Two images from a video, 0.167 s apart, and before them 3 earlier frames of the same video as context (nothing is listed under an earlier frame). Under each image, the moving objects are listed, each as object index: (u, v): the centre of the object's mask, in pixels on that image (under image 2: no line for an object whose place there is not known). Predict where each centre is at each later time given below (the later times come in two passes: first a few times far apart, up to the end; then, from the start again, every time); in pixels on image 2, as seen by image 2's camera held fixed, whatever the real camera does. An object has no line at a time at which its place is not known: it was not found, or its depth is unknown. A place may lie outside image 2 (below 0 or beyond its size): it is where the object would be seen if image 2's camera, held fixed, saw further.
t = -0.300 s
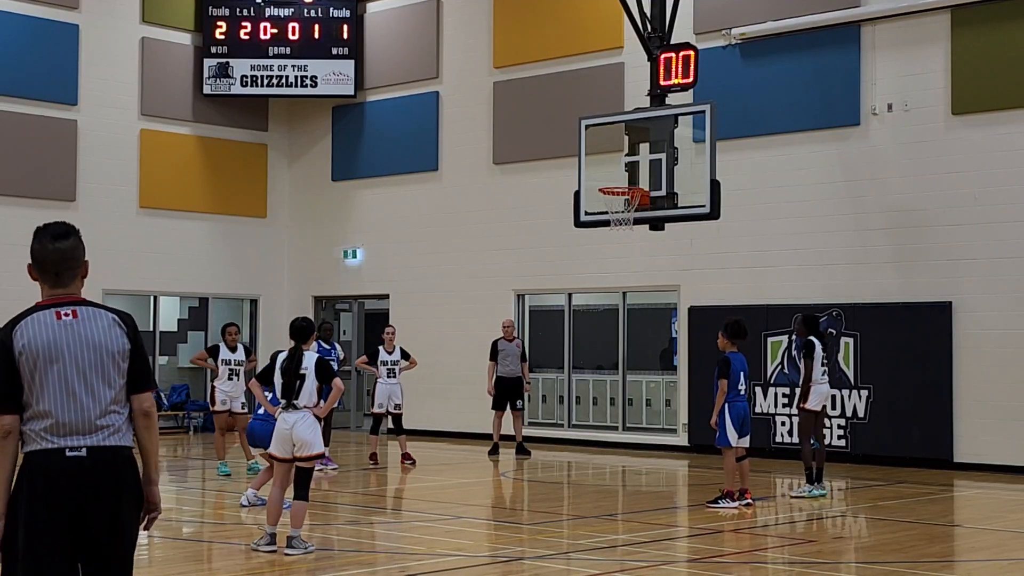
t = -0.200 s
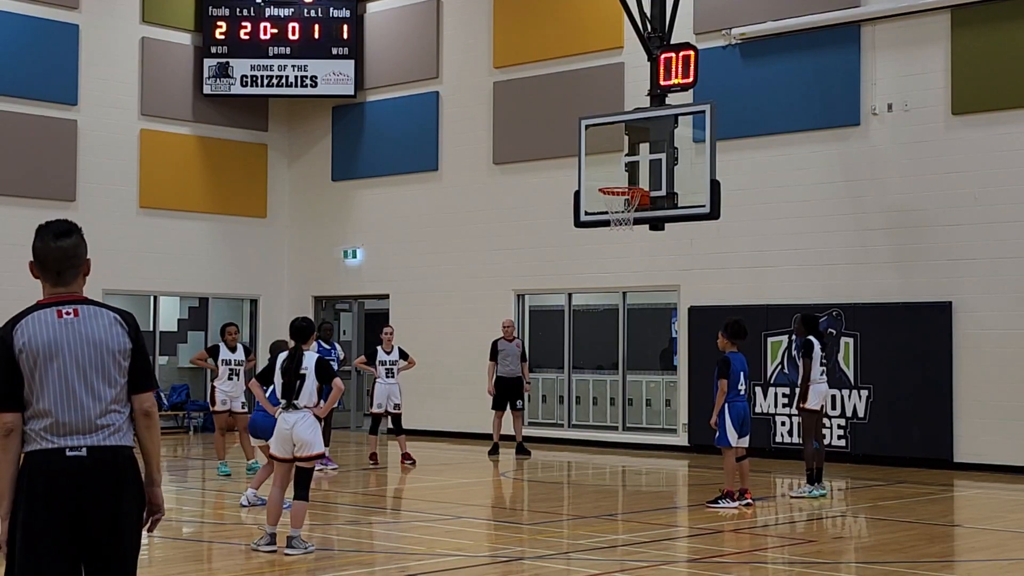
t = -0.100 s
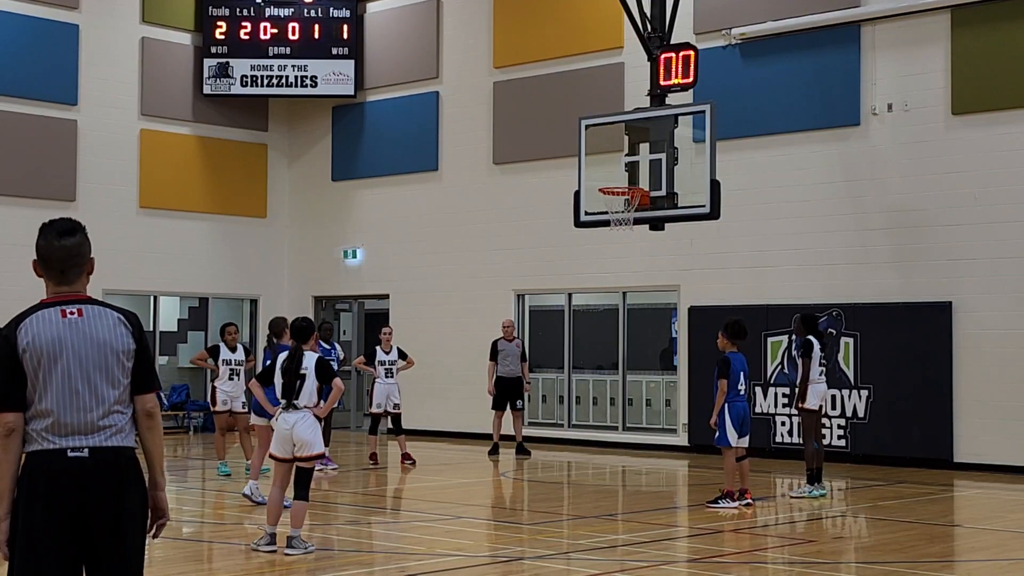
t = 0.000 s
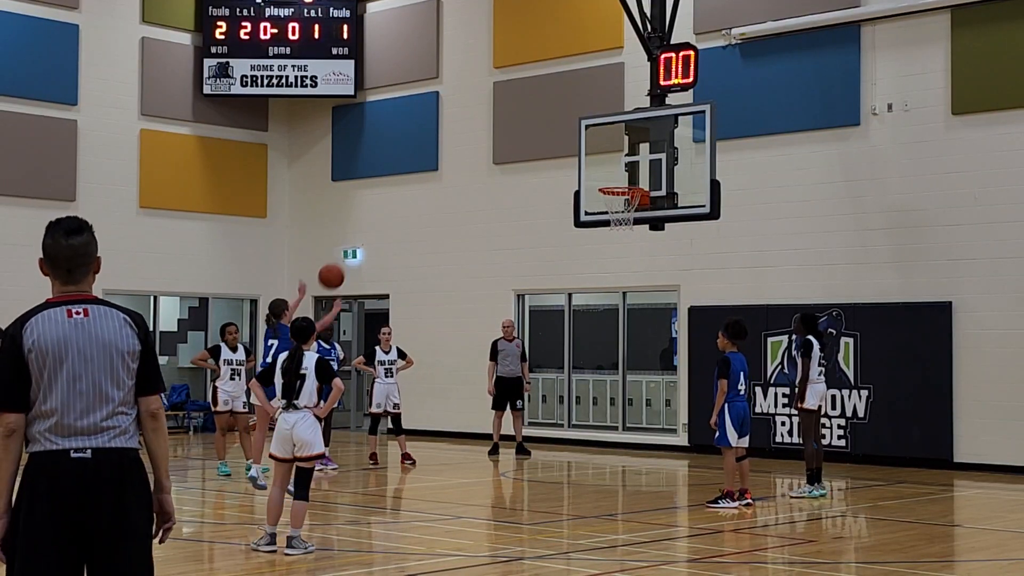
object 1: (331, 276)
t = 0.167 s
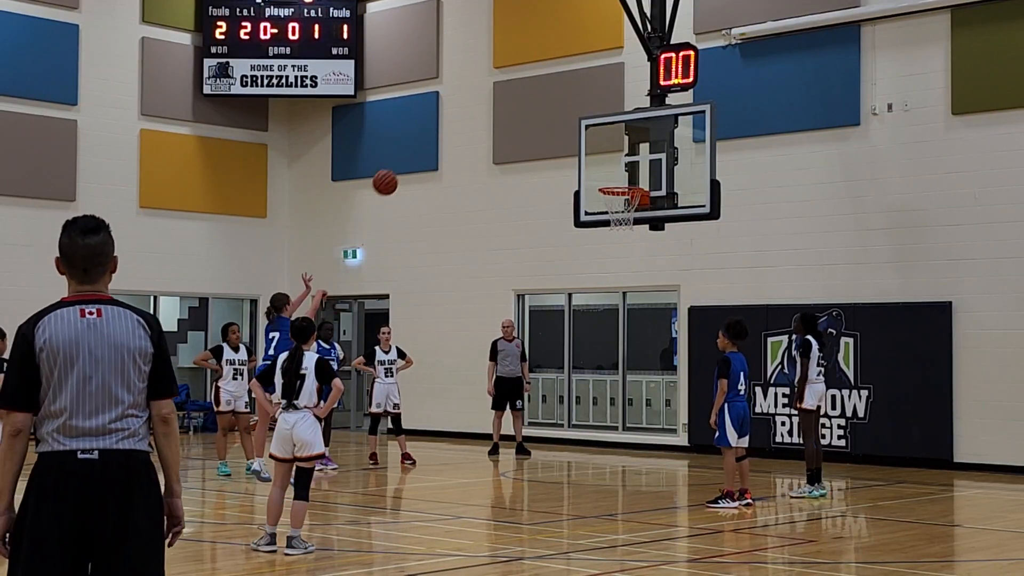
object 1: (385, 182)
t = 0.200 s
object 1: (395, 168)
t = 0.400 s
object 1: (453, 111)
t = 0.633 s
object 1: (514, 98)
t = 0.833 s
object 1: (560, 129)
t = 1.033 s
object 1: (603, 193)
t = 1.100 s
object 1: (603, 217)
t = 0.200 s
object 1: (395, 168)
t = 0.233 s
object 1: (405, 155)
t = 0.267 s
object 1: (415, 144)
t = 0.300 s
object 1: (424, 133)
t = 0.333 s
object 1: (434, 125)
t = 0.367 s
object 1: (444, 117)
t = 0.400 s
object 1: (453, 111)
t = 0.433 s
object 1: (462, 106)
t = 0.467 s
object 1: (471, 102)
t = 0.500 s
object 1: (480, 99)
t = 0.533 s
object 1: (489, 97)
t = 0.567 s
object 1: (497, 97)
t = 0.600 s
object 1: (505, 97)
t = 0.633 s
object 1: (514, 98)
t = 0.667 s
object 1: (522, 101)
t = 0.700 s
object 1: (530, 105)
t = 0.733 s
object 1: (537, 109)
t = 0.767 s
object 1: (545, 115)
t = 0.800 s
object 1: (553, 122)
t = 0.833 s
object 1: (560, 129)
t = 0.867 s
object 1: (568, 137)
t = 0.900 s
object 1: (575, 146)
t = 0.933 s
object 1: (583, 157)
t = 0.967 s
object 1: (590, 168)
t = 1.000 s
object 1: (597, 180)
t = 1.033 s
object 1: (603, 193)
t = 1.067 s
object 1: (603, 204)
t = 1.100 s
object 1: (603, 217)
